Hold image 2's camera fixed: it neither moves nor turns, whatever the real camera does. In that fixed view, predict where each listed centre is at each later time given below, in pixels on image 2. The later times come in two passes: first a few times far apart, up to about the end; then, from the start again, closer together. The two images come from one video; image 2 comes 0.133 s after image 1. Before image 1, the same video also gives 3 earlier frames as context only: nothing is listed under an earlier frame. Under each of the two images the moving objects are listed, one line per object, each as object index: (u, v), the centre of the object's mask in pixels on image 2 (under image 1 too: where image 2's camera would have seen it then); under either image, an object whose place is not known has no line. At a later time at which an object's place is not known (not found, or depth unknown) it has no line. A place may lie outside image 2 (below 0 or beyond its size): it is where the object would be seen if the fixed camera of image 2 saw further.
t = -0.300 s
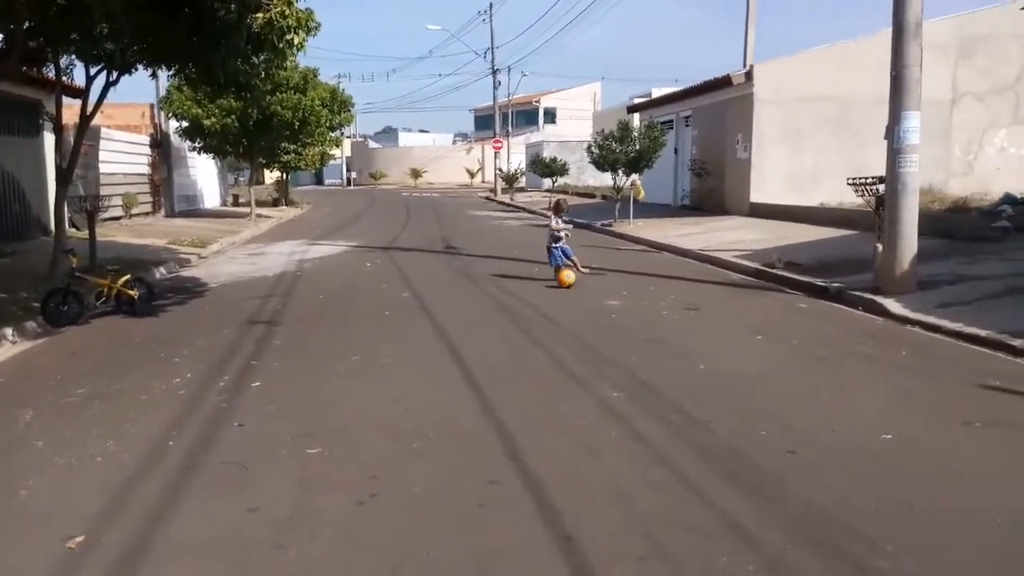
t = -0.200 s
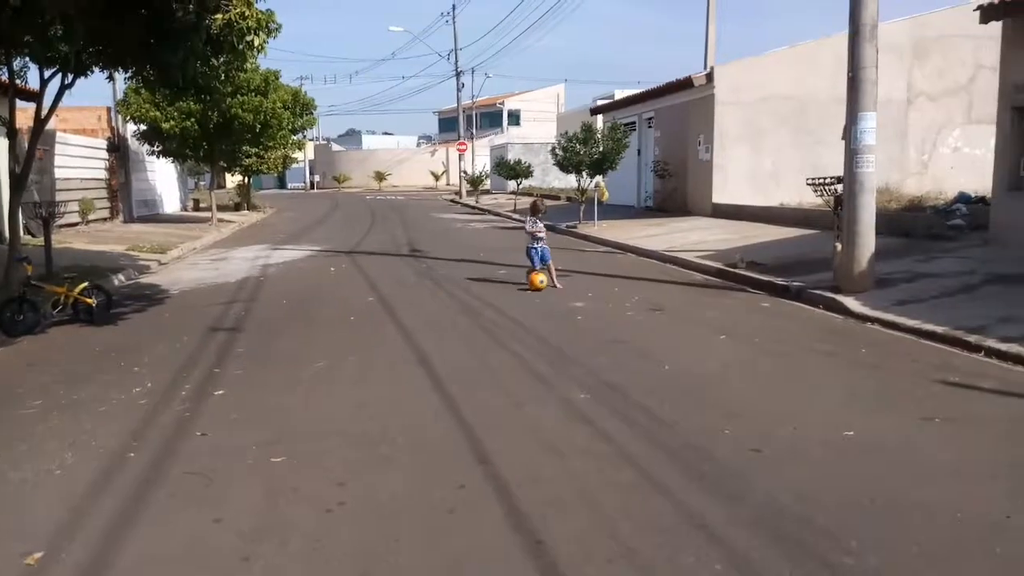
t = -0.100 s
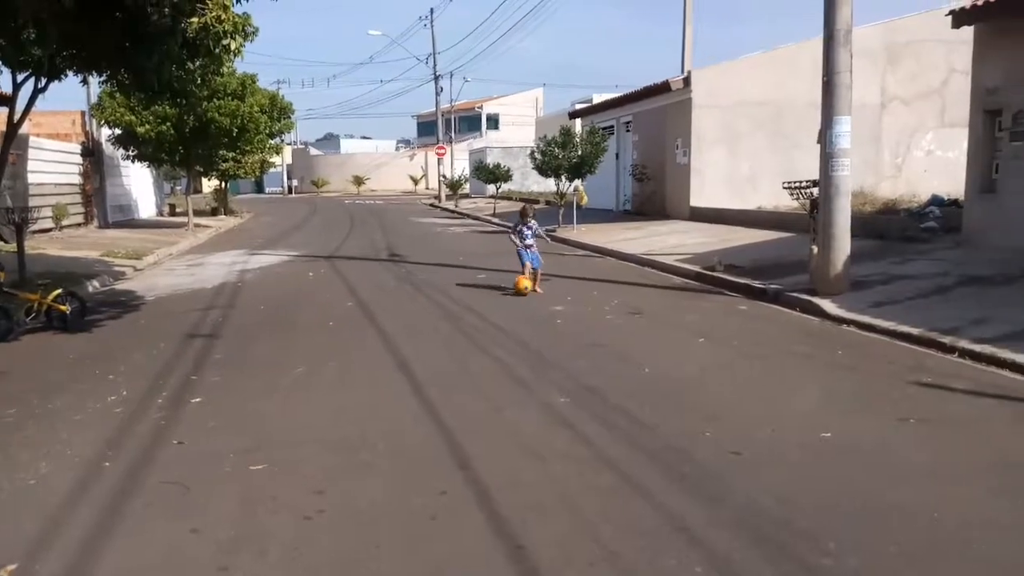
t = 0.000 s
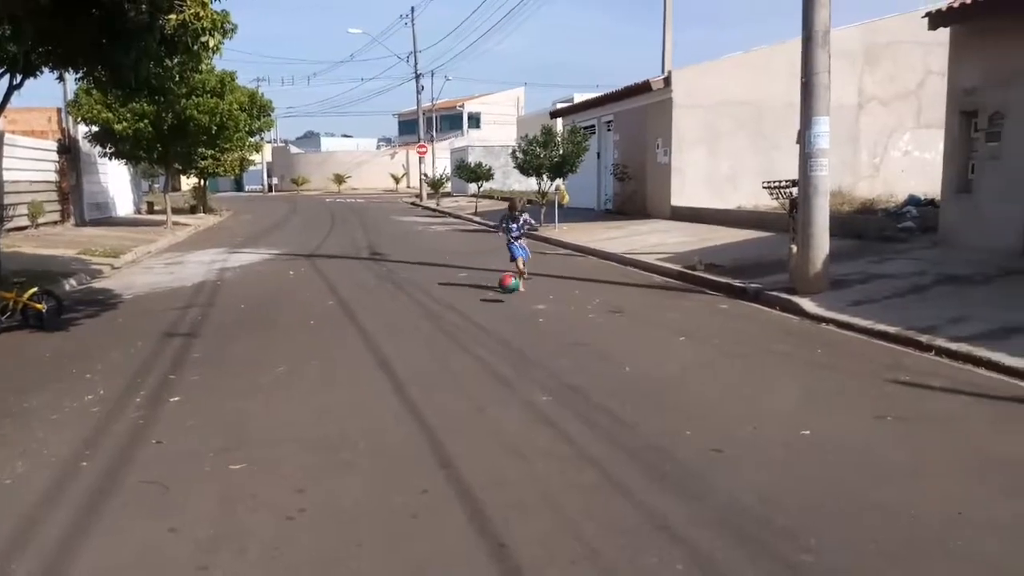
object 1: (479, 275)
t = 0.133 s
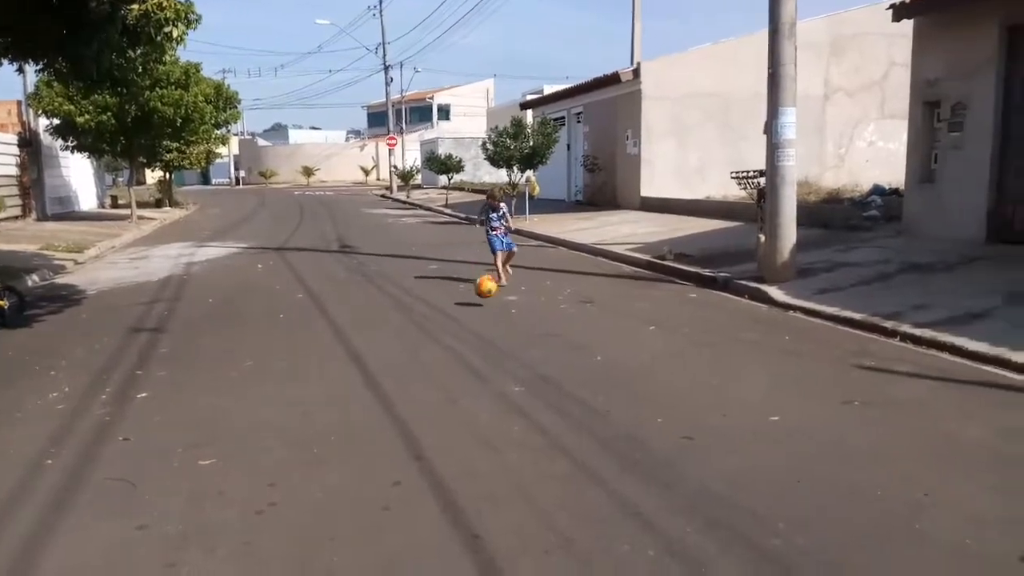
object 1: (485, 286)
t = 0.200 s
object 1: (489, 302)
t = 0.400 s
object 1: (498, 311)
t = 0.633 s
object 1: (511, 332)
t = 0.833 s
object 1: (524, 350)
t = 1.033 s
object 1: (542, 371)
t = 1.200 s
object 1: (552, 385)
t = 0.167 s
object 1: (487, 294)
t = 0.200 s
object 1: (489, 302)
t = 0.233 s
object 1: (491, 303)
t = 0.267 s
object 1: (492, 302)
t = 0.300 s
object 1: (494, 302)
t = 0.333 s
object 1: (495, 303)
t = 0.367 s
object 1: (496, 307)
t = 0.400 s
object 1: (498, 311)
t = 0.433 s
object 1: (500, 317)
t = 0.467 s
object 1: (501, 324)
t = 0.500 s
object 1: (503, 325)
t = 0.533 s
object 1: (505, 323)
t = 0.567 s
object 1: (507, 324)
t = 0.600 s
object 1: (509, 327)
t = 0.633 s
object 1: (511, 332)
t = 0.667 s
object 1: (513, 338)
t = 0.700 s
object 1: (514, 342)
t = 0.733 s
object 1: (517, 341)
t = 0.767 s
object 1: (519, 342)
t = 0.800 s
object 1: (522, 345)
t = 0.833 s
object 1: (524, 350)
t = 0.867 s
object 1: (527, 358)
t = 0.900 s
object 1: (530, 360)
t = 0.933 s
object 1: (532, 360)
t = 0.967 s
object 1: (536, 361)
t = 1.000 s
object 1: (539, 365)
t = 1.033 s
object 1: (542, 371)
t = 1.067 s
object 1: (545, 380)
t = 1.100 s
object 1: (548, 381)
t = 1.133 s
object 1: (550, 383)
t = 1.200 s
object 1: (552, 385)
